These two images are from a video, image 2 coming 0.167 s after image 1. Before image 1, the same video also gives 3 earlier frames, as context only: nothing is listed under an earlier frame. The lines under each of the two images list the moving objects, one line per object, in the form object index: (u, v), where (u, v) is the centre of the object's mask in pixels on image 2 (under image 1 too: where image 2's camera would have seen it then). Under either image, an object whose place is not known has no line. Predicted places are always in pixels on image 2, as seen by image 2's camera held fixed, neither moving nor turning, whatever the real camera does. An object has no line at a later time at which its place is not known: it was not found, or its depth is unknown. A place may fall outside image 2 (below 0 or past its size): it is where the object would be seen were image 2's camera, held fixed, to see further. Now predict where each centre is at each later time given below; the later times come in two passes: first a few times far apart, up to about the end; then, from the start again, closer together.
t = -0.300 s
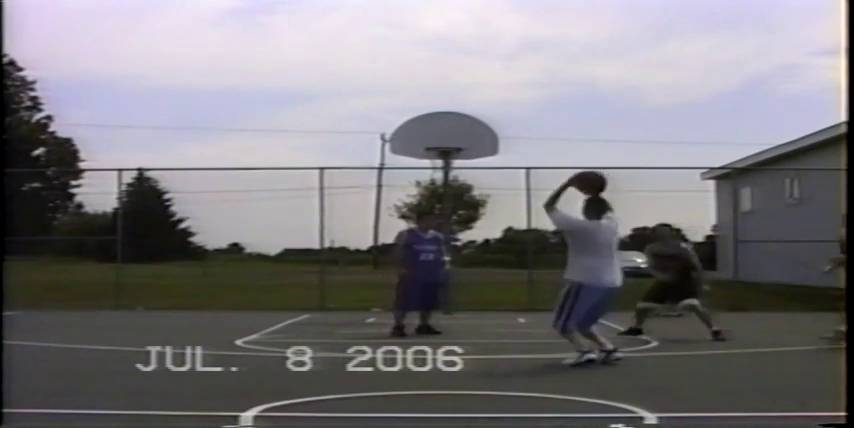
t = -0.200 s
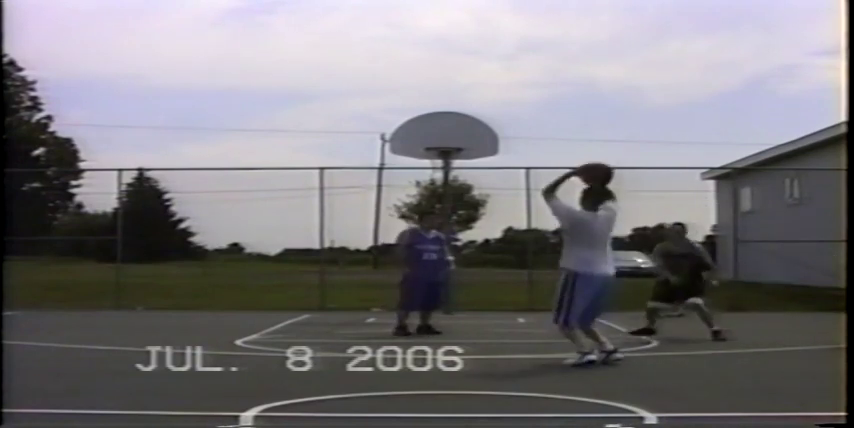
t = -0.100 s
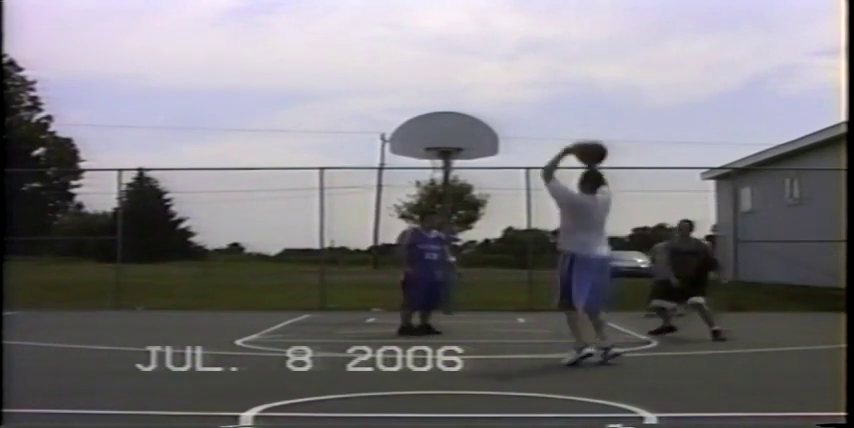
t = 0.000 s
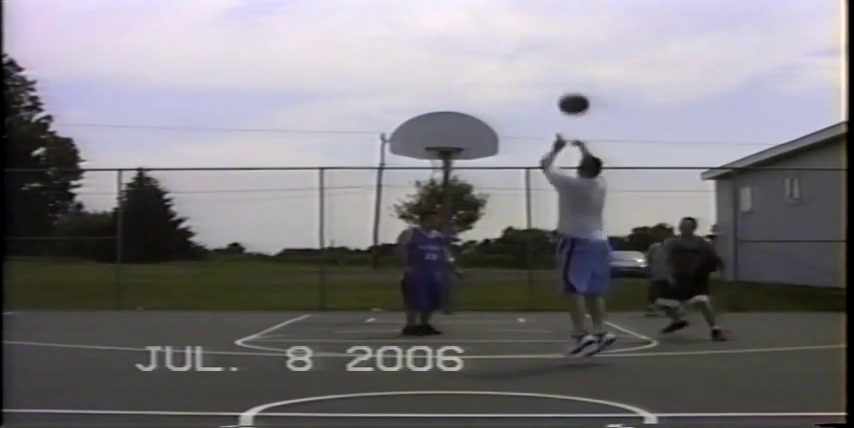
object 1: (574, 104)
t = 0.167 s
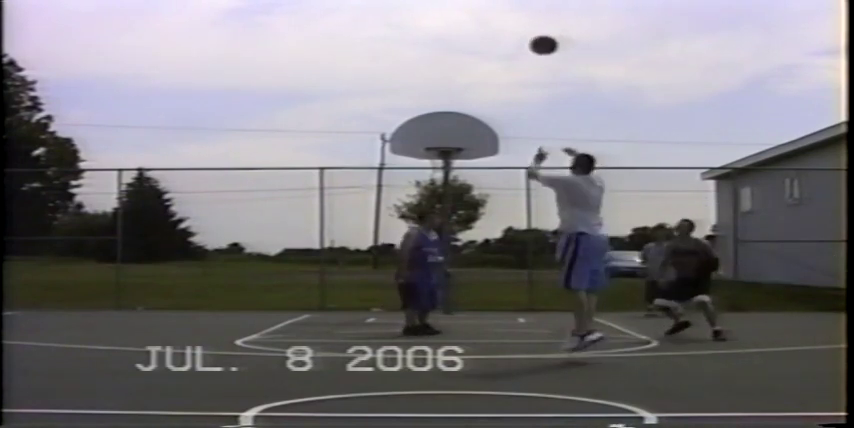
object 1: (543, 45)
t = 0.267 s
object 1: (528, 25)
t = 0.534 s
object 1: (496, 13)
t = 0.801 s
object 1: (473, 44)
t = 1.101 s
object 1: (453, 117)
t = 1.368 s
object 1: (431, 157)
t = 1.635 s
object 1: (455, 177)
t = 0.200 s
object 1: (538, 37)
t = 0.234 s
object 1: (533, 31)
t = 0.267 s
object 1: (528, 25)
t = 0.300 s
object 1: (524, 21)
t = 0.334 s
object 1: (519, 17)
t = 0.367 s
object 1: (515, 15)
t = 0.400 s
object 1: (511, 13)
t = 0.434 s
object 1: (507, 12)
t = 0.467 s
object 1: (503, 11)
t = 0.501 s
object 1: (499, 12)
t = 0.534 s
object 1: (496, 13)
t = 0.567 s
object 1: (493, 15)
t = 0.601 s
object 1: (489, 17)
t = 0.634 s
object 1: (487, 20)
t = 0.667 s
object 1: (483, 24)
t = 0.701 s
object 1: (481, 28)
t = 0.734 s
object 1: (478, 33)
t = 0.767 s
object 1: (476, 38)
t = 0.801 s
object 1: (473, 44)
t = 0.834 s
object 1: (471, 50)
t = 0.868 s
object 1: (468, 57)
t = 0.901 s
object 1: (466, 64)
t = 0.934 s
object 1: (463, 72)
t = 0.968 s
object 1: (462, 80)
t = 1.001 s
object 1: (459, 89)
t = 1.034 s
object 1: (457, 98)
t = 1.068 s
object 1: (455, 107)
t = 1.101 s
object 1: (453, 117)
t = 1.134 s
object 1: (451, 128)
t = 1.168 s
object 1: (449, 138)
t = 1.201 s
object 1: (447, 147)
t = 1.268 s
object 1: (433, 158)
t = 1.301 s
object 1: (430, 157)
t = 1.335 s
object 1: (430, 156)
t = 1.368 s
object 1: (431, 157)
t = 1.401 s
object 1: (434, 158)
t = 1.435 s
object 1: (436, 160)
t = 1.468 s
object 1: (438, 162)
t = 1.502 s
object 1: (443, 165)
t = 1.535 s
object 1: (445, 167)
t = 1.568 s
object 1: (449, 169)
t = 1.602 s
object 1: (452, 173)
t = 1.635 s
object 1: (455, 177)
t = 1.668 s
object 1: (458, 180)
